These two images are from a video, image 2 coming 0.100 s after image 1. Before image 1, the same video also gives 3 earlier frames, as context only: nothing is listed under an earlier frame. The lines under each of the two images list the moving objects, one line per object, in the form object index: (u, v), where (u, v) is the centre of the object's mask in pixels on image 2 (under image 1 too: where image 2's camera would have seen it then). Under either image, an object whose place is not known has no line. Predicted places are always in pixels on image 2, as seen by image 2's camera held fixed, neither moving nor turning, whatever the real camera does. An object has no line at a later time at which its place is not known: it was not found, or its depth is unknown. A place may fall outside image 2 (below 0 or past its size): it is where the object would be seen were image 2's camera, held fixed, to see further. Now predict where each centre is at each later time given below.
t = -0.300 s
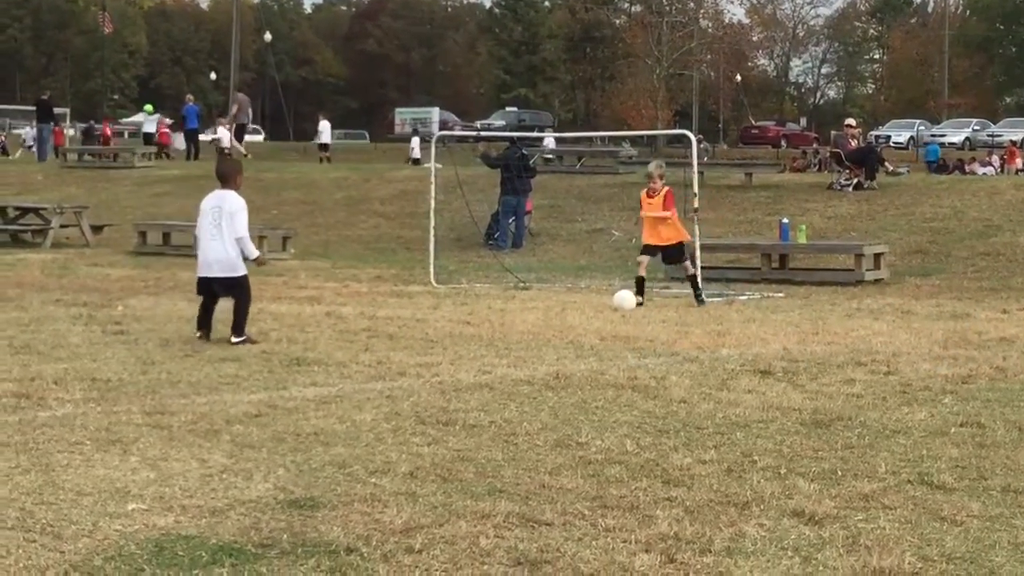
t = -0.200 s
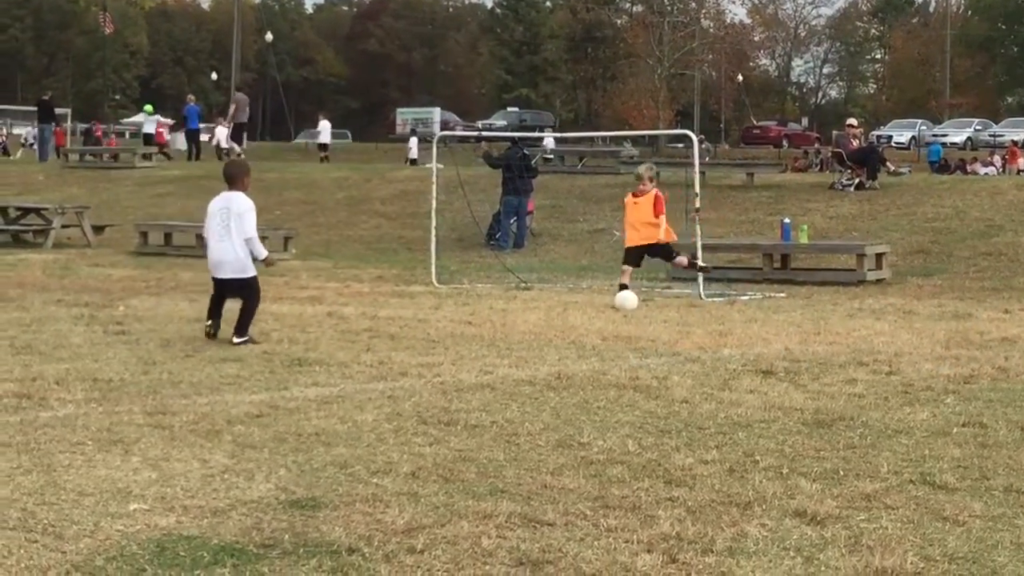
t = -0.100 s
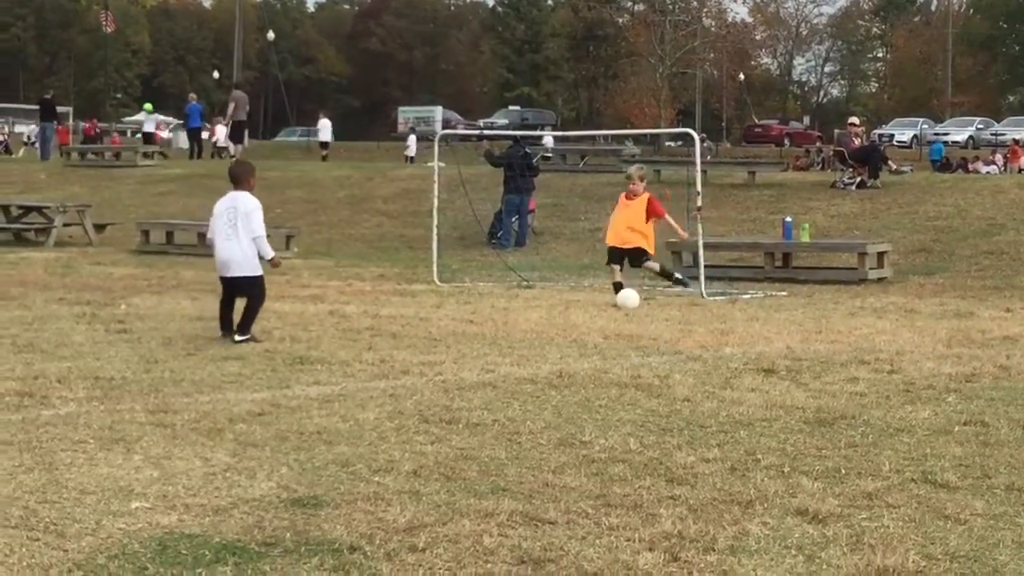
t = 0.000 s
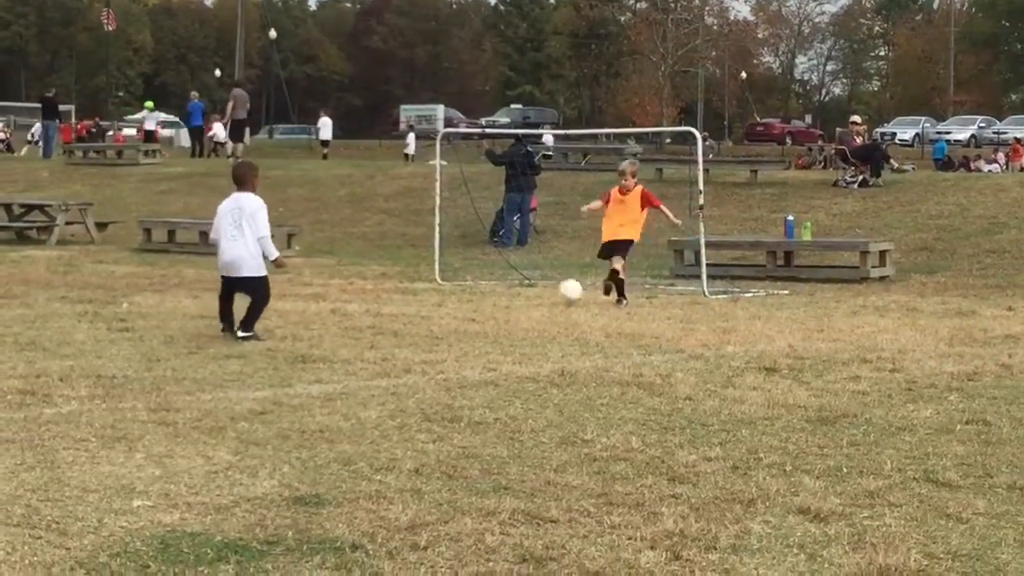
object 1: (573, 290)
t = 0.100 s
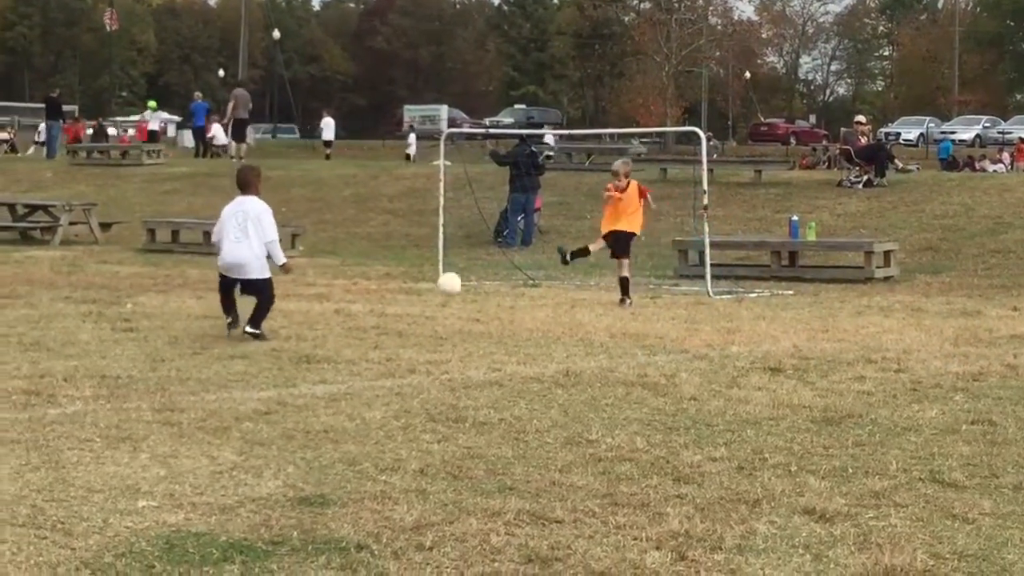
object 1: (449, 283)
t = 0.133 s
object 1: (407, 283)
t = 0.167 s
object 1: (366, 285)
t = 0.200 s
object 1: (324, 286)
